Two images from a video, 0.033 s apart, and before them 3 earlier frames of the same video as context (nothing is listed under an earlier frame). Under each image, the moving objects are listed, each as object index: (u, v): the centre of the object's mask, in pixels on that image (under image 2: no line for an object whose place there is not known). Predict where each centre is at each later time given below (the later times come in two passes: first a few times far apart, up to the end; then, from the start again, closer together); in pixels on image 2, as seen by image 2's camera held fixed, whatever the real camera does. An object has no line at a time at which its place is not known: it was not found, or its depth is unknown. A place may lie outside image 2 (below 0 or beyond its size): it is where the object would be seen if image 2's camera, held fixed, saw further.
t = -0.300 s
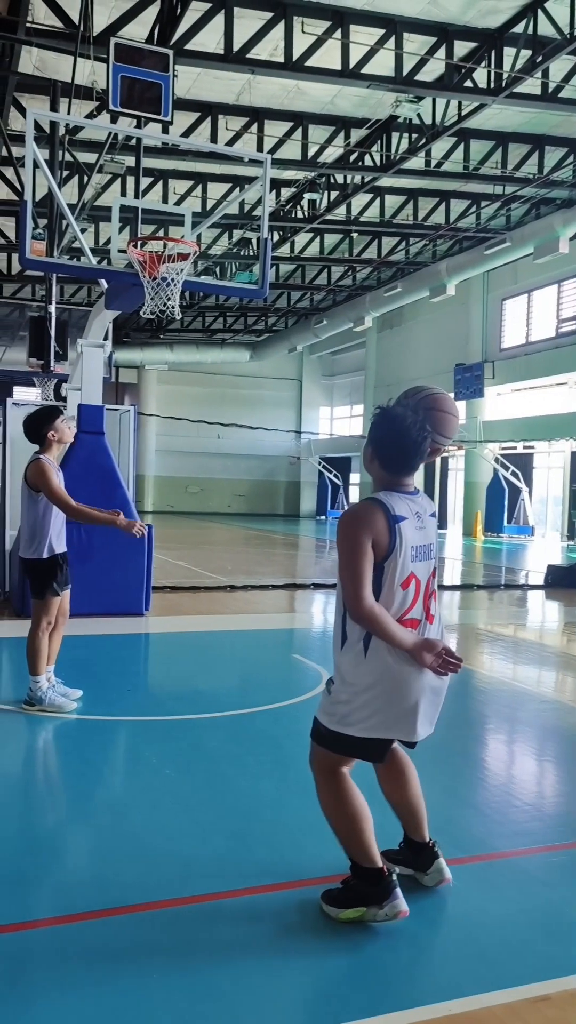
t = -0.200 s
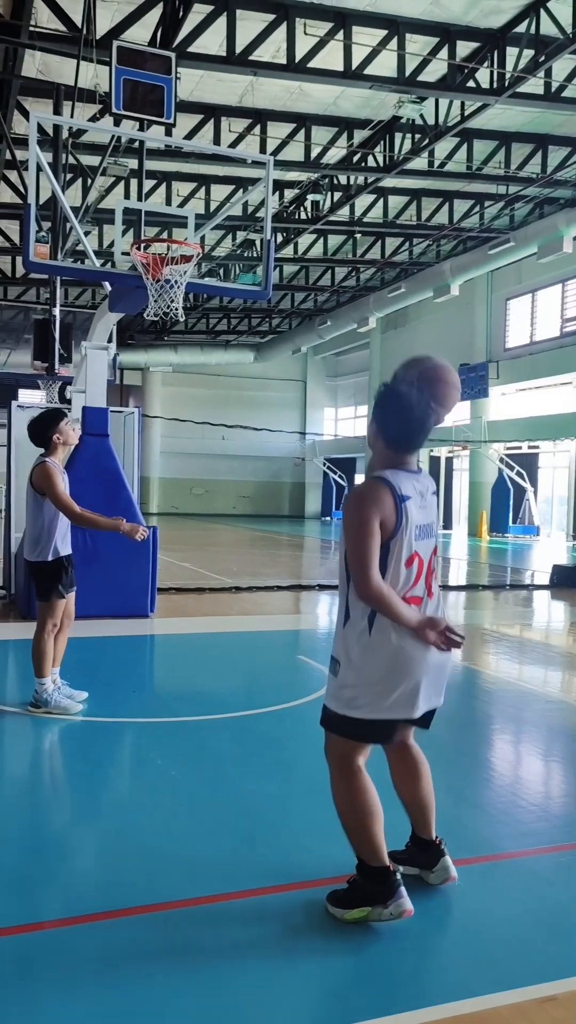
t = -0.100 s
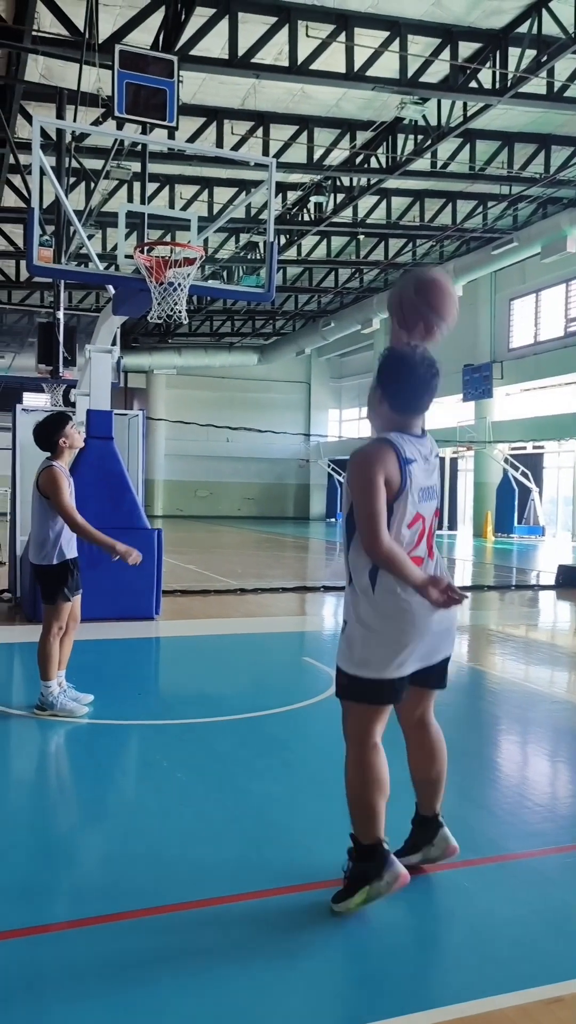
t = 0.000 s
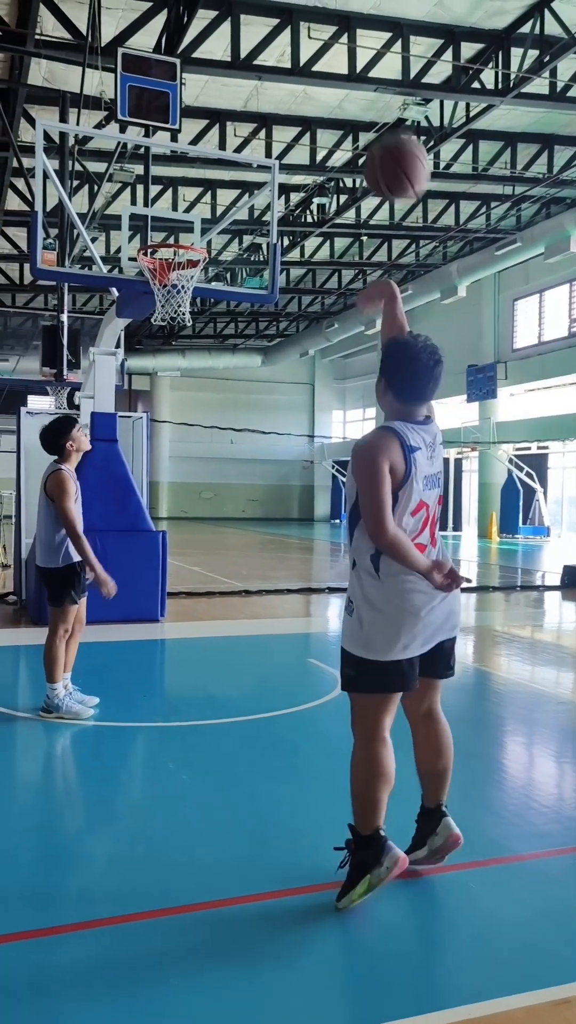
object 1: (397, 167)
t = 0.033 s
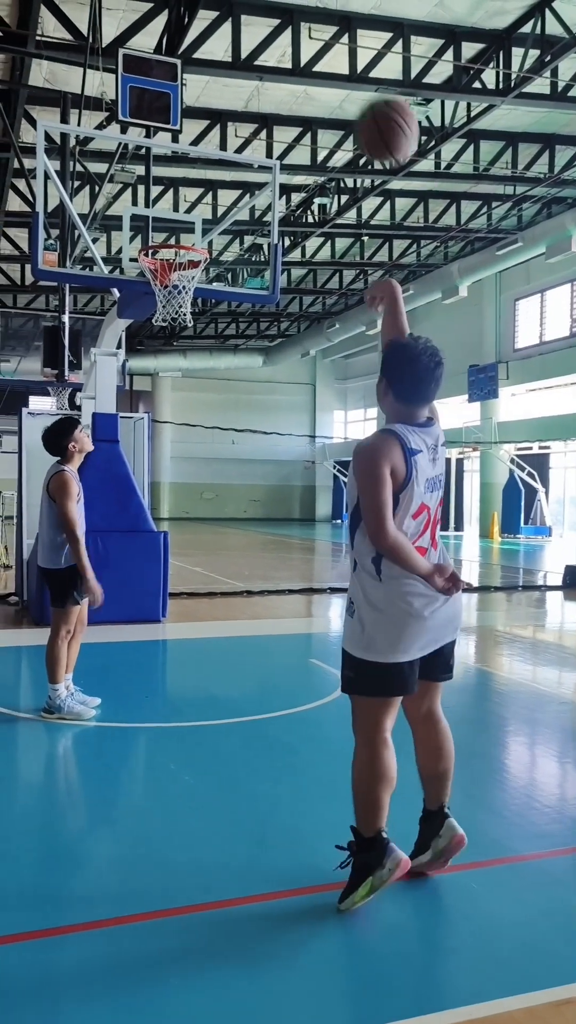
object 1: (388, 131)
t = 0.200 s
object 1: (337, 15)
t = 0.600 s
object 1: (256, 6)
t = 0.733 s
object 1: (237, 65)
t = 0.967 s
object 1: (207, 209)
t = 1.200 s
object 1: (241, 190)
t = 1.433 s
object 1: (285, 201)
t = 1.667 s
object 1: (326, 283)
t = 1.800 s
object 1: (351, 360)
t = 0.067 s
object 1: (376, 100)
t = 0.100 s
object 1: (365, 69)
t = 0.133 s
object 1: (355, 45)
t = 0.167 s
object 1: (346, 25)
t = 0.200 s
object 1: (337, 15)
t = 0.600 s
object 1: (256, 6)
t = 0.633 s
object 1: (251, 19)
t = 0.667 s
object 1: (246, 33)
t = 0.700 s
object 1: (241, 49)
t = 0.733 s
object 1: (237, 65)
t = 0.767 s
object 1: (232, 82)
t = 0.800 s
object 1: (228, 102)
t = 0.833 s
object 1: (223, 121)
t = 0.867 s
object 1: (220, 142)
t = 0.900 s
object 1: (216, 165)
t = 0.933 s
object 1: (211, 186)
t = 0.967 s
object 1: (207, 209)
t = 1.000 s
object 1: (204, 234)
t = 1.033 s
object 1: (208, 230)
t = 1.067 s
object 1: (215, 220)
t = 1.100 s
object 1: (221, 210)
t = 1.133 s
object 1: (228, 202)
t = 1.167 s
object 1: (234, 195)
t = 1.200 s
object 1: (241, 190)
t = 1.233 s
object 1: (247, 187)
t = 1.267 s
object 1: (254, 186)
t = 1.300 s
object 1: (260, 186)
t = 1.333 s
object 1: (266, 188)
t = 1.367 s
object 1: (273, 191)
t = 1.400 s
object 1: (279, 195)
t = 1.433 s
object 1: (285, 201)
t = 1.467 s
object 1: (290, 208)
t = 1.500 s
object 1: (296, 218)
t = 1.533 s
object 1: (301, 227)
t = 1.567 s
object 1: (308, 239)
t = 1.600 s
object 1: (314, 252)
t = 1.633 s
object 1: (319, 267)
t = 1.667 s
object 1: (326, 283)
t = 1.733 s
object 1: (336, 318)
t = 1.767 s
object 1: (343, 337)
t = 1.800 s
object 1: (351, 360)
